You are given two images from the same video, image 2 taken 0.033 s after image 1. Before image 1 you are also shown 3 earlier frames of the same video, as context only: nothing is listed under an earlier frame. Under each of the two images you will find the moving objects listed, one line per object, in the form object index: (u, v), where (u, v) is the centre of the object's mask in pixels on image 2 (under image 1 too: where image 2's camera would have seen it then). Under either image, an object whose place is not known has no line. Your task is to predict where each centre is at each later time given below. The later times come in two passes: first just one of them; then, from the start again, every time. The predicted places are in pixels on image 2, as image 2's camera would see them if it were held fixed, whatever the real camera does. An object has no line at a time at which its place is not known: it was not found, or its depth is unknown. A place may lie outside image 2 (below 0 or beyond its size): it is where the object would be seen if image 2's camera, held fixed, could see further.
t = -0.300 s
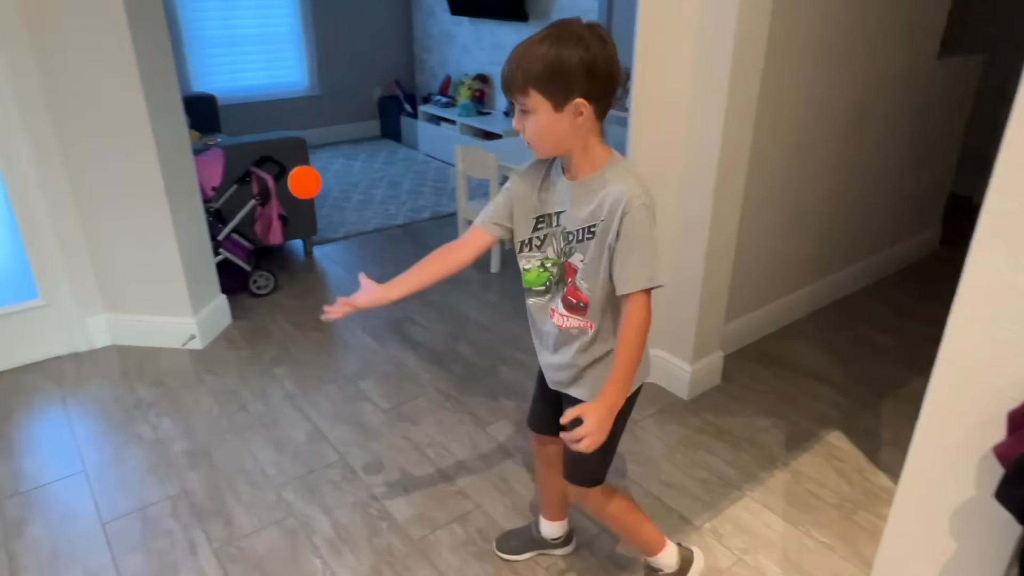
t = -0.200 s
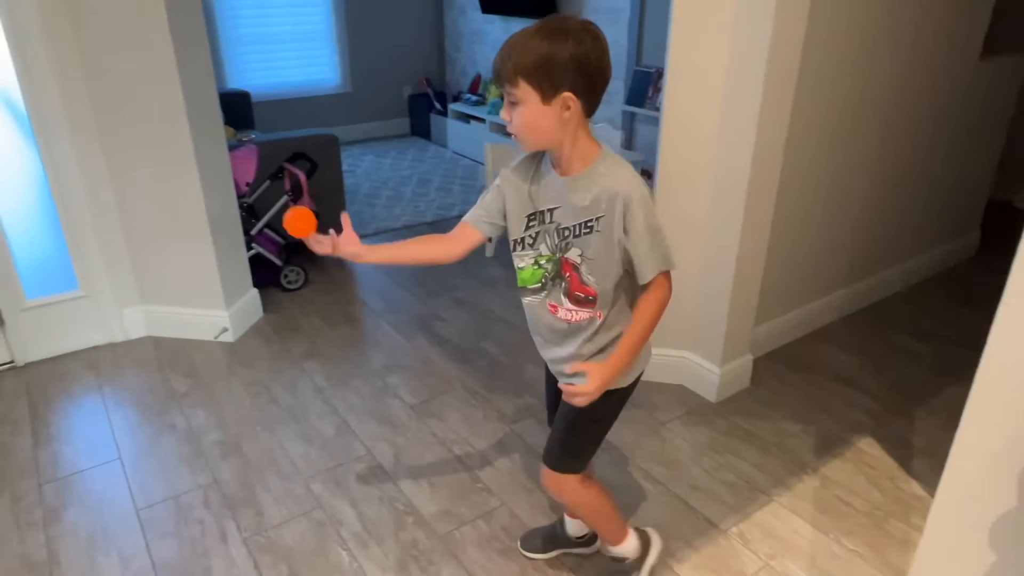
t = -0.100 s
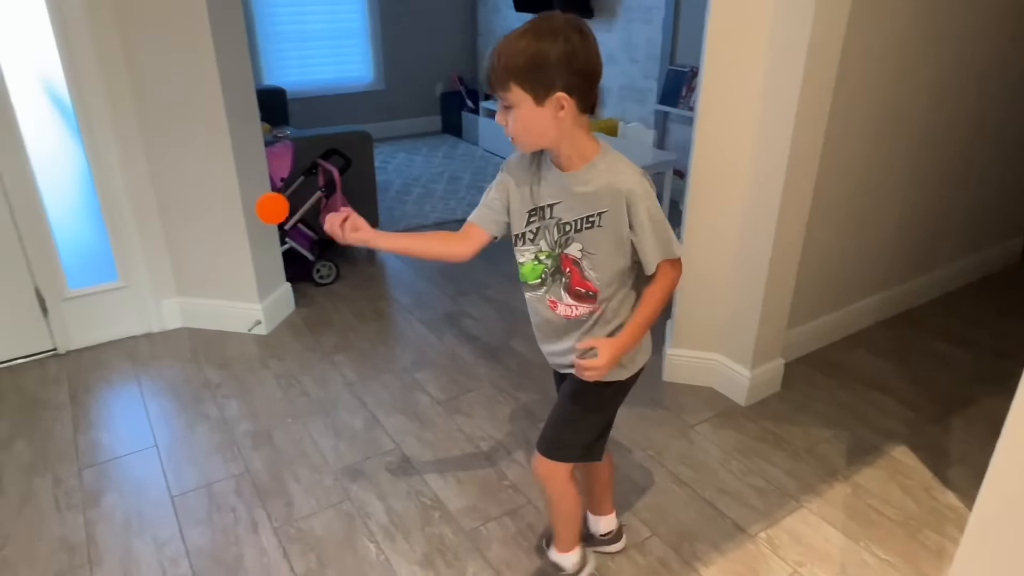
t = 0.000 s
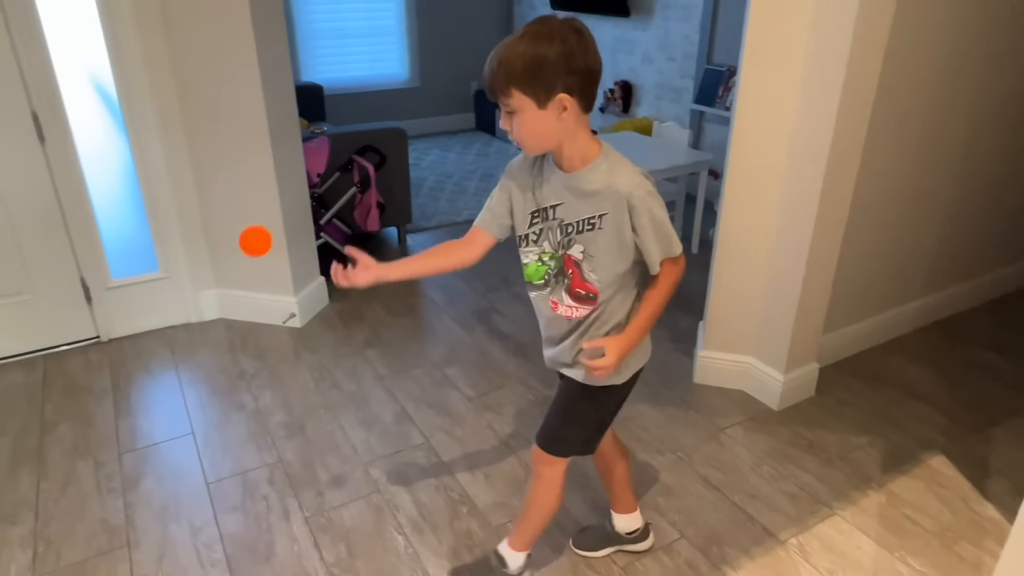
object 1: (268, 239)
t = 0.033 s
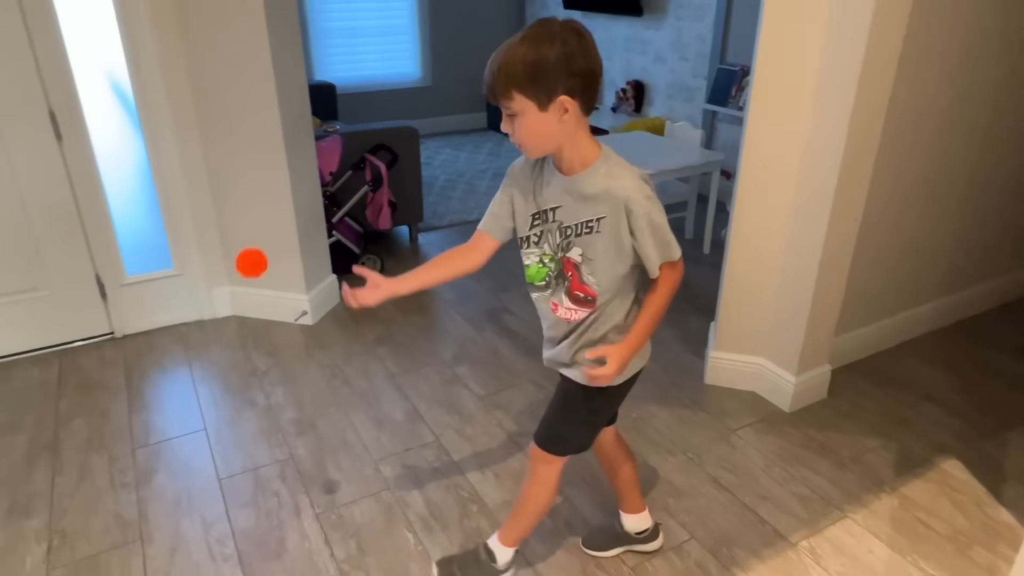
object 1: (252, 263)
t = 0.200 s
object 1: (196, 436)
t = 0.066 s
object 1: (238, 291)
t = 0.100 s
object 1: (226, 322)
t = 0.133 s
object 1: (213, 355)
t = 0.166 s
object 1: (203, 394)
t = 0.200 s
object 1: (196, 436)
